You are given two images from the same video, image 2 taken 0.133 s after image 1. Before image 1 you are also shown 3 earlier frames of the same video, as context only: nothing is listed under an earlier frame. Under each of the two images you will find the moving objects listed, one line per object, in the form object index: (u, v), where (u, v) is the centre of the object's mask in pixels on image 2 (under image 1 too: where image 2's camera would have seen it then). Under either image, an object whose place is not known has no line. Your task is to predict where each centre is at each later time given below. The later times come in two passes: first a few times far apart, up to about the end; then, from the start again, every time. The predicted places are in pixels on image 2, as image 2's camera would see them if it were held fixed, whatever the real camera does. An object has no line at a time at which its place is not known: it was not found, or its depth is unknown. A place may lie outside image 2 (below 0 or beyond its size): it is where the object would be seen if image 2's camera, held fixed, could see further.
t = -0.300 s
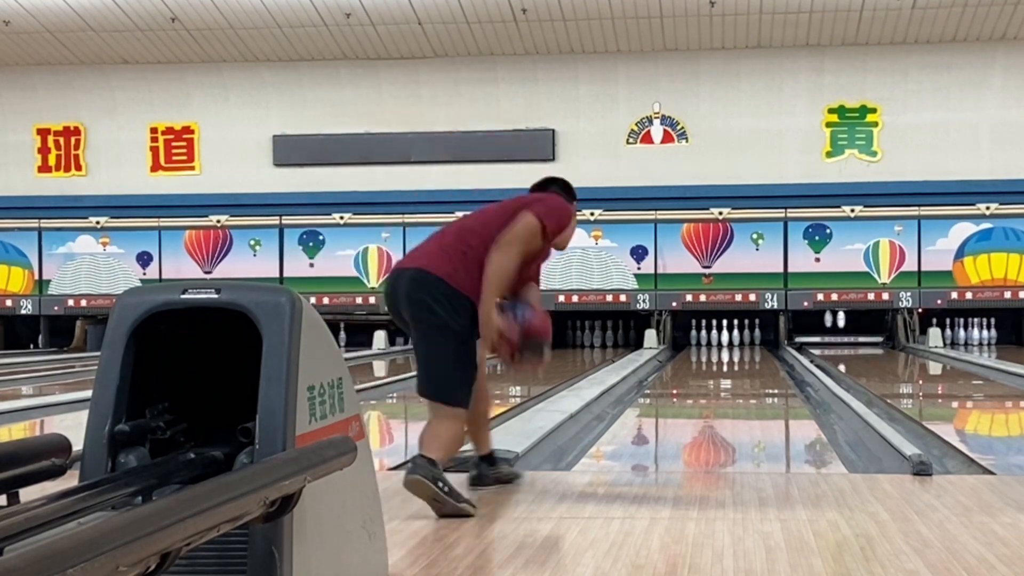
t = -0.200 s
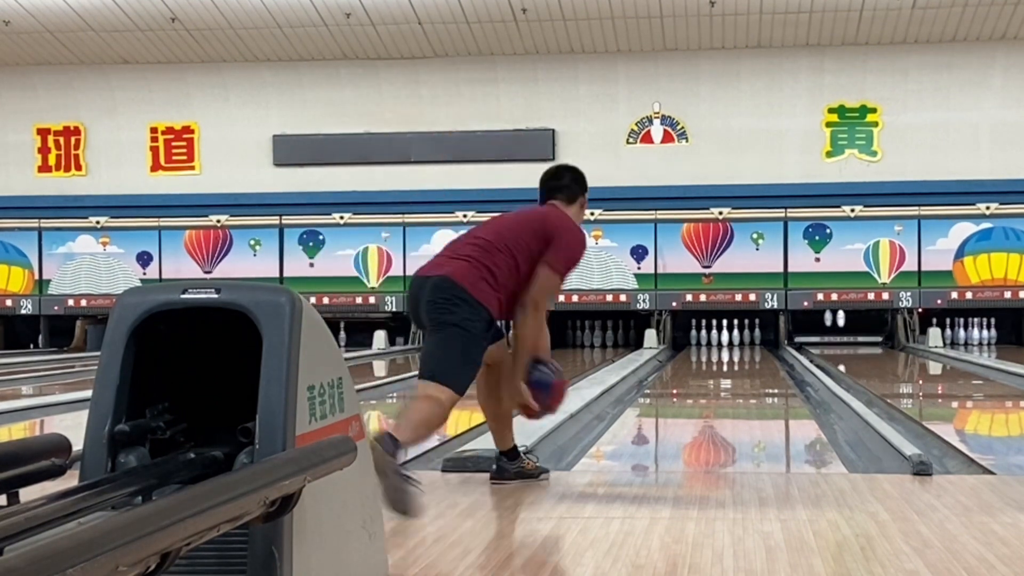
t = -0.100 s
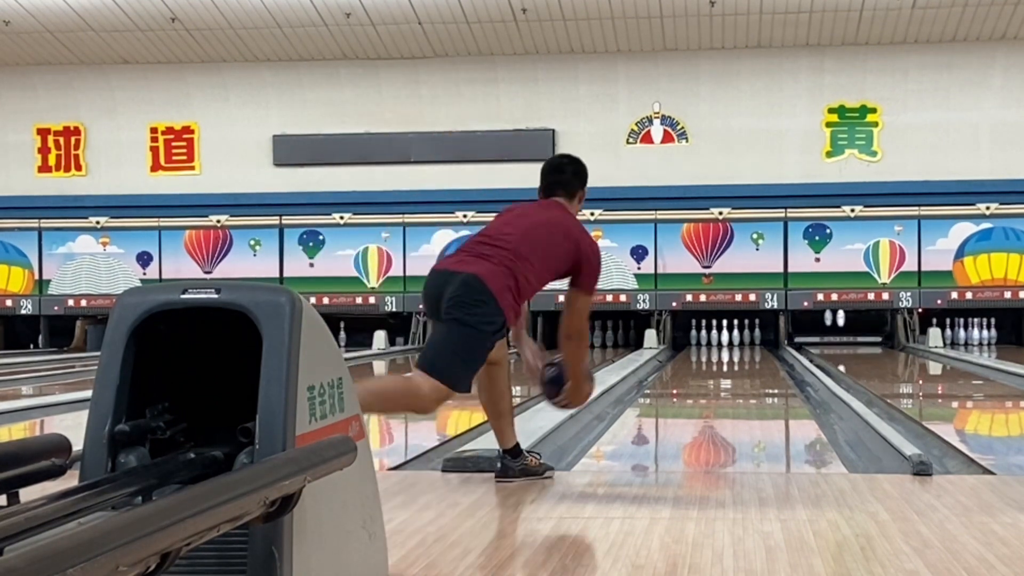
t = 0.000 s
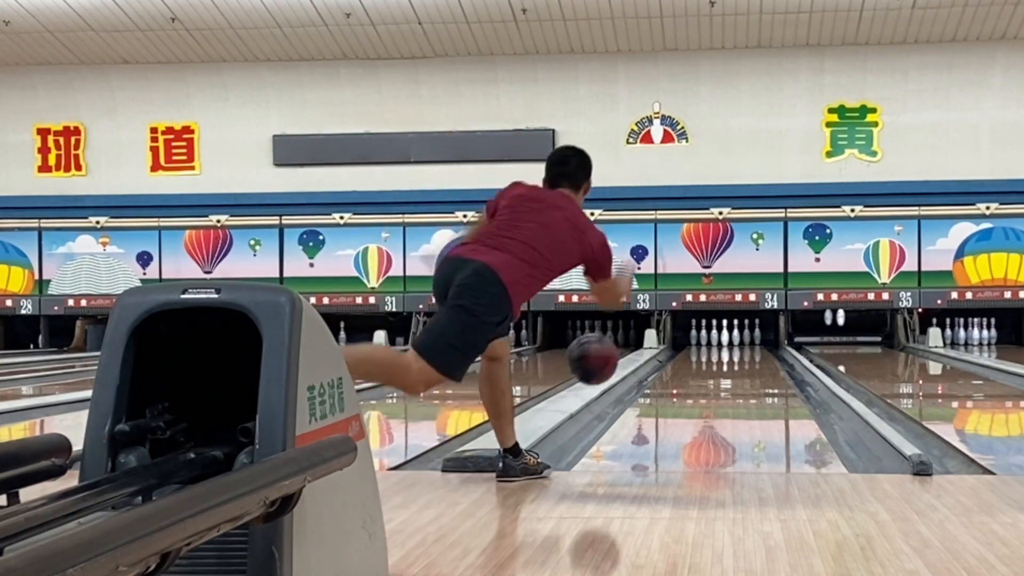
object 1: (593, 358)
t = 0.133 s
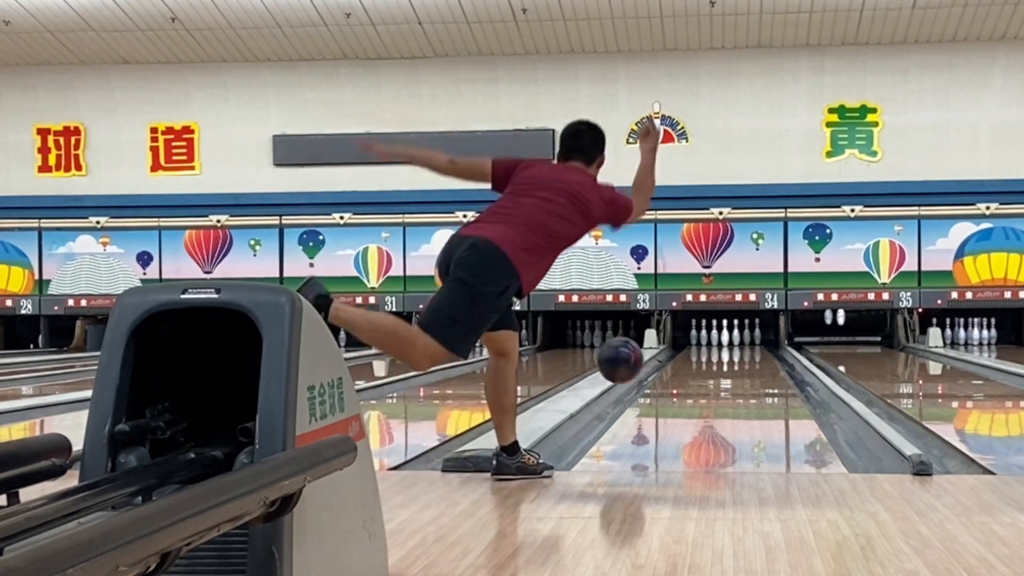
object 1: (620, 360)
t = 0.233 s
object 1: (637, 384)
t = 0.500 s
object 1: (674, 393)
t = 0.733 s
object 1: (696, 382)
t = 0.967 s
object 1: (712, 374)
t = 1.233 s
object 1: (726, 365)
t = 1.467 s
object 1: (734, 360)
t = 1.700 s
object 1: (741, 355)
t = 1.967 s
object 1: (747, 351)
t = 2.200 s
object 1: (750, 347)
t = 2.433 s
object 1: (750, 345)
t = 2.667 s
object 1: (747, 343)
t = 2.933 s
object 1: (739, 340)
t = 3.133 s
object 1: (735, 339)
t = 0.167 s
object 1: (626, 366)
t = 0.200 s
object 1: (632, 374)
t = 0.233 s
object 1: (637, 384)
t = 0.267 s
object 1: (643, 396)
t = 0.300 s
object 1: (648, 406)
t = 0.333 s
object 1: (653, 402)
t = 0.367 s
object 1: (658, 400)
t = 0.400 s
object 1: (662, 400)
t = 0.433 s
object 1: (666, 397)
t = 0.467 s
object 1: (671, 395)
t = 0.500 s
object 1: (674, 393)
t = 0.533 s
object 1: (678, 392)
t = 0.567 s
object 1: (682, 390)
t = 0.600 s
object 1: (684, 388)
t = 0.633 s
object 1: (688, 386)
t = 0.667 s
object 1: (691, 385)
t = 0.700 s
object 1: (693, 384)
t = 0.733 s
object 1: (696, 382)
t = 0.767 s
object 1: (699, 381)
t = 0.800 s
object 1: (701, 380)
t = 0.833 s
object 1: (704, 379)
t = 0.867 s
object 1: (706, 378)
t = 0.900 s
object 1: (708, 377)
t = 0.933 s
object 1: (710, 376)
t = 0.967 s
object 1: (712, 374)
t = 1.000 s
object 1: (714, 373)
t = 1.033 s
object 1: (716, 372)
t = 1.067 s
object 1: (717, 371)
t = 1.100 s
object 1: (720, 370)
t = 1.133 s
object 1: (721, 368)
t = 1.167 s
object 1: (723, 367)
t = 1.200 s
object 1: (724, 367)
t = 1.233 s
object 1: (726, 365)
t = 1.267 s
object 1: (727, 365)
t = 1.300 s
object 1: (729, 364)
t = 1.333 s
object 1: (730, 363)
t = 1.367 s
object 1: (731, 362)
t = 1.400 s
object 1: (732, 361)
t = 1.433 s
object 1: (733, 361)
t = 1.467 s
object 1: (734, 360)
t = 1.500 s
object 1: (735, 359)
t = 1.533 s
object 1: (737, 358)
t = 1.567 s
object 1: (738, 358)
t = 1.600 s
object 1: (739, 357)
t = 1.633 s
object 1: (740, 356)
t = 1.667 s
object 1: (741, 355)
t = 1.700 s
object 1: (741, 355)
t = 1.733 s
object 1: (742, 354)
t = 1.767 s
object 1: (743, 354)
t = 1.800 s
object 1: (744, 353)
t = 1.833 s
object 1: (744, 352)
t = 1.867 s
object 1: (745, 352)
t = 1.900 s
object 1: (746, 351)
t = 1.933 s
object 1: (747, 351)
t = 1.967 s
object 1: (747, 351)
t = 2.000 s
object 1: (748, 350)
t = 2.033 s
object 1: (749, 349)
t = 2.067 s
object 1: (749, 349)
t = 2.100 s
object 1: (749, 349)
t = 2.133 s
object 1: (750, 348)
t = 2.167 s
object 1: (750, 348)
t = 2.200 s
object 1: (750, 347)
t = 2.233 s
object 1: (750, 347)
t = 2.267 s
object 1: (750, 347)
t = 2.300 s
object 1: (750, 346)
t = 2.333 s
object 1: (750, 346)
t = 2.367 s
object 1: (750, 345)
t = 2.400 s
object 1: (750, 345)
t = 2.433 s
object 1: (750, 345)
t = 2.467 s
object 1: (750, 345)
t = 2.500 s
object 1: (749, 344)
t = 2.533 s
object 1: (749, 344)
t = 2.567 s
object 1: (748, 344)
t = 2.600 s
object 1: (748, 343)
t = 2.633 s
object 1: (747, 343)
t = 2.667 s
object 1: (747, 343)
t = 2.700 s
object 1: (746, 342)
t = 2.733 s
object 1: (745, 342)
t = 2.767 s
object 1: (744, 342)
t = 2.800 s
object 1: (743, 341)
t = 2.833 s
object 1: (742, 341)
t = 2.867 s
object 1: (741, 341)
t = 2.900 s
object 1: (740, 340)
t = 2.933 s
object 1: (739, 340)
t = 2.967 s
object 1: (737, 340)
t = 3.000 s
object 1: (737, 340)
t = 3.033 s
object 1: (736, 339)
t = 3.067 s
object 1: (734, 339)
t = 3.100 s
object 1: (735, 339)
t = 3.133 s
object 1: (735, 339)
